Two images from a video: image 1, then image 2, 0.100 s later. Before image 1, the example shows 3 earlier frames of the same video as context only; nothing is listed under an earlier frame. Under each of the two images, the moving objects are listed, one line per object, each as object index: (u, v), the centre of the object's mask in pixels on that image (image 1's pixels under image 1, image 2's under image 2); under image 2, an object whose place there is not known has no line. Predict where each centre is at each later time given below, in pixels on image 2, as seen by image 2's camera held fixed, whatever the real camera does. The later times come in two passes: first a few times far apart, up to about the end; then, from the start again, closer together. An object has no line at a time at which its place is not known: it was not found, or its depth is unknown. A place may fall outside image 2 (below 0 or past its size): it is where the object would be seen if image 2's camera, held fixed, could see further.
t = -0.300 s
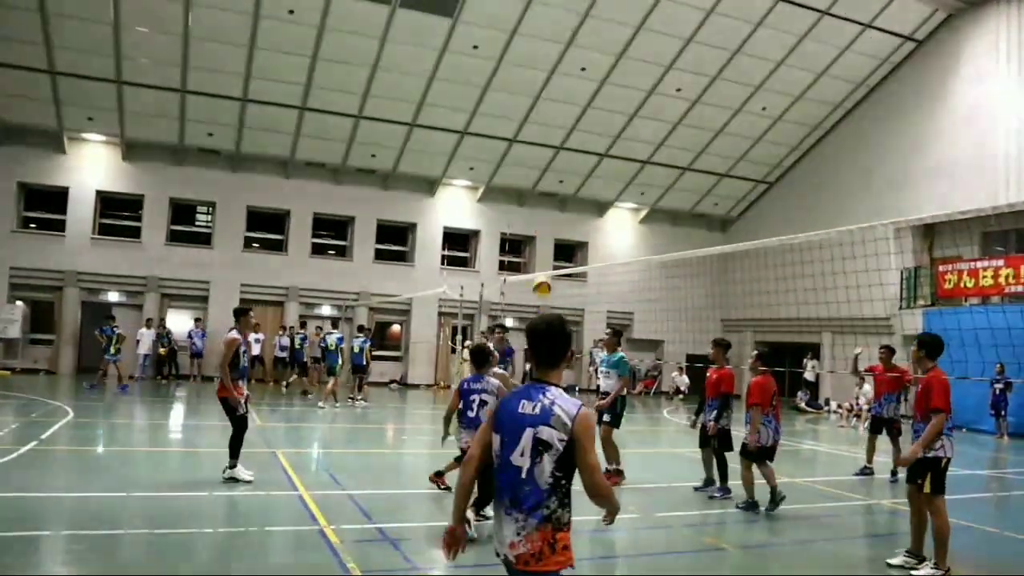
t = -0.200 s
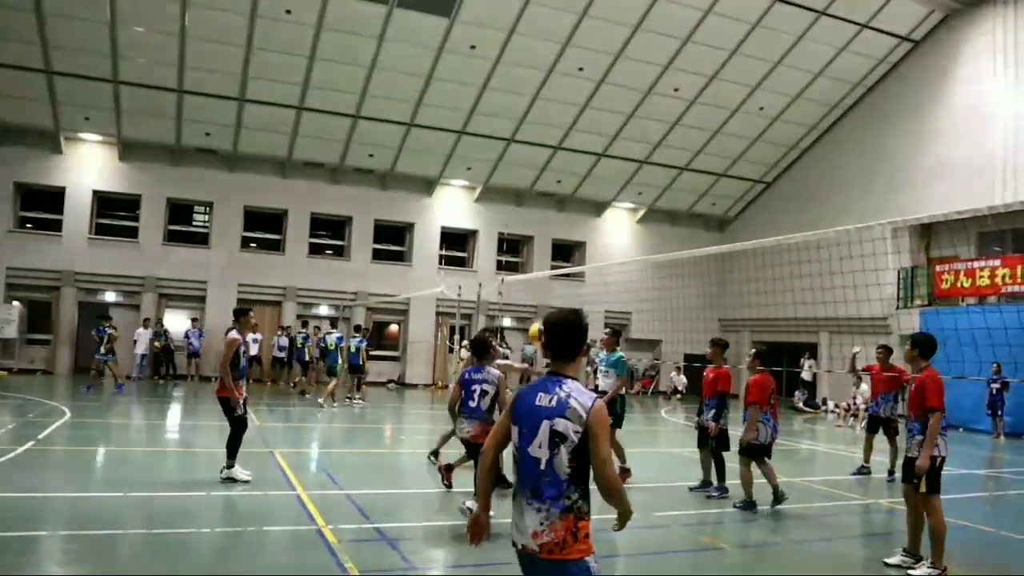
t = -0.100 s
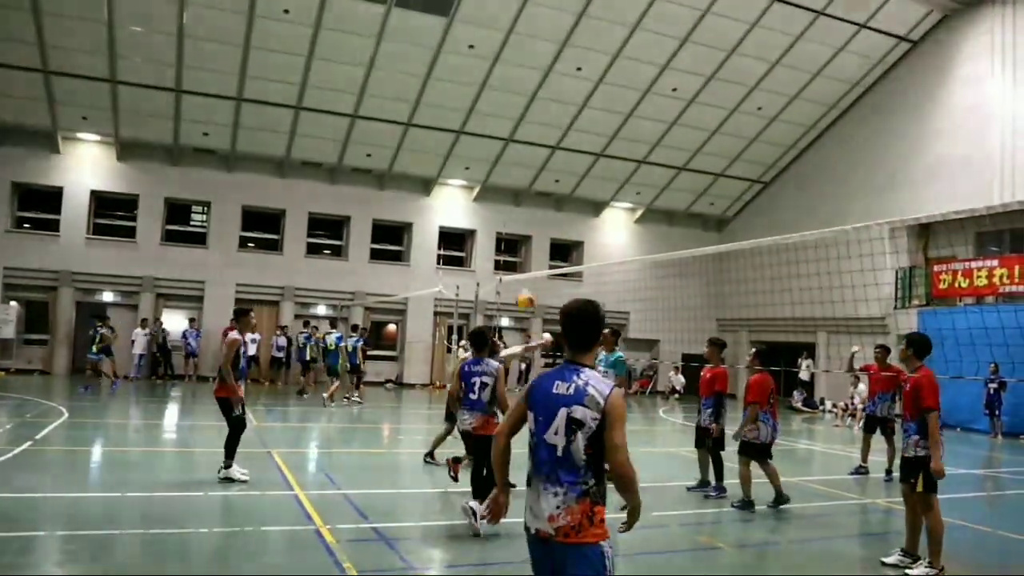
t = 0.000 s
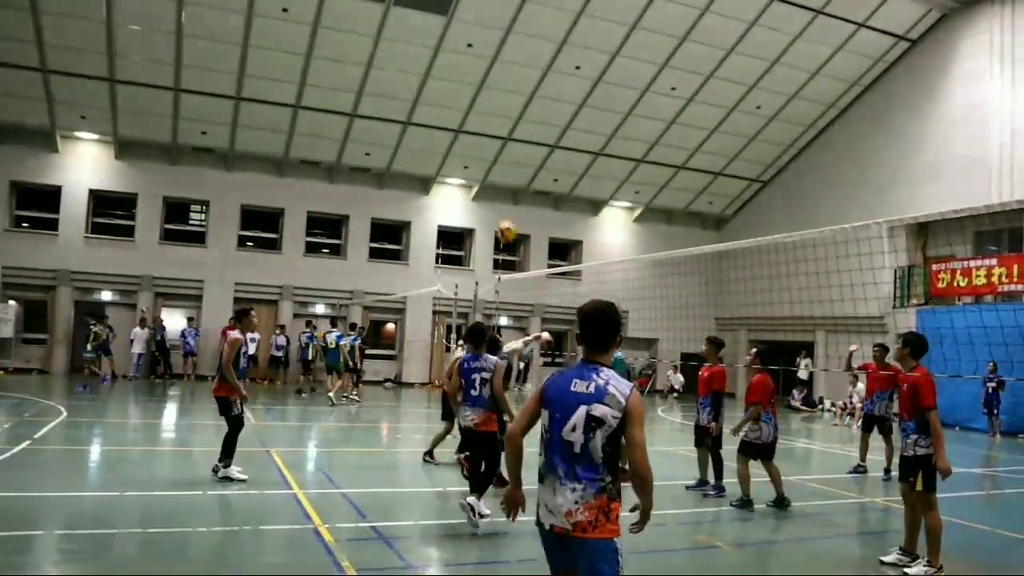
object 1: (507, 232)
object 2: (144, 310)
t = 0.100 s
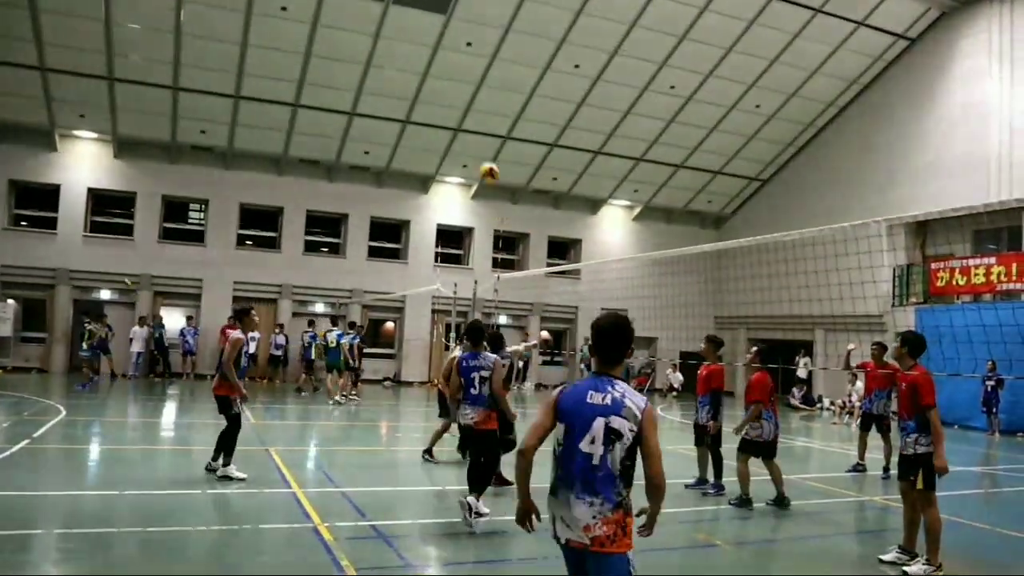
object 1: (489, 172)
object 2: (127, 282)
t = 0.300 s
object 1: (456, 87)
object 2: (94, 242)
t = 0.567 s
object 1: (415, 32)
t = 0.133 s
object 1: (483, 155)
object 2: (122, 274)
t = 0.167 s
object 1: (478, 139)
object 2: (116, 268)
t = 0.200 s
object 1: (472, 124)
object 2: (110, 261)
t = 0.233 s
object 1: (467, 111)
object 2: (105, 254)
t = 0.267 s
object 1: (461, 98)
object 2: (100, 248)
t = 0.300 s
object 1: (456, 87)
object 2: (94, 242)
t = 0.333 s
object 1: (452, 76)
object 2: (87, 238)
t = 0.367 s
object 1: (445, 68)
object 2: (84, 232)
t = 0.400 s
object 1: (440, 59)
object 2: (77, 228)
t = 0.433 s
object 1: (435, 51)
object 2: (71, 223)
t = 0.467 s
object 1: (430, 46)
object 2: (65, 219)
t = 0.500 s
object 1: (424, 40)
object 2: (59, 215)
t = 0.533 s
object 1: (419, 36)
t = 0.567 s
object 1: (415, 32)
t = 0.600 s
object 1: (409, 29)
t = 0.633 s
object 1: (403, 28)
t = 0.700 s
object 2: (20, 204)
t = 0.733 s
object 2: (13, 203)
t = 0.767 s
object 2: (6, 204)
